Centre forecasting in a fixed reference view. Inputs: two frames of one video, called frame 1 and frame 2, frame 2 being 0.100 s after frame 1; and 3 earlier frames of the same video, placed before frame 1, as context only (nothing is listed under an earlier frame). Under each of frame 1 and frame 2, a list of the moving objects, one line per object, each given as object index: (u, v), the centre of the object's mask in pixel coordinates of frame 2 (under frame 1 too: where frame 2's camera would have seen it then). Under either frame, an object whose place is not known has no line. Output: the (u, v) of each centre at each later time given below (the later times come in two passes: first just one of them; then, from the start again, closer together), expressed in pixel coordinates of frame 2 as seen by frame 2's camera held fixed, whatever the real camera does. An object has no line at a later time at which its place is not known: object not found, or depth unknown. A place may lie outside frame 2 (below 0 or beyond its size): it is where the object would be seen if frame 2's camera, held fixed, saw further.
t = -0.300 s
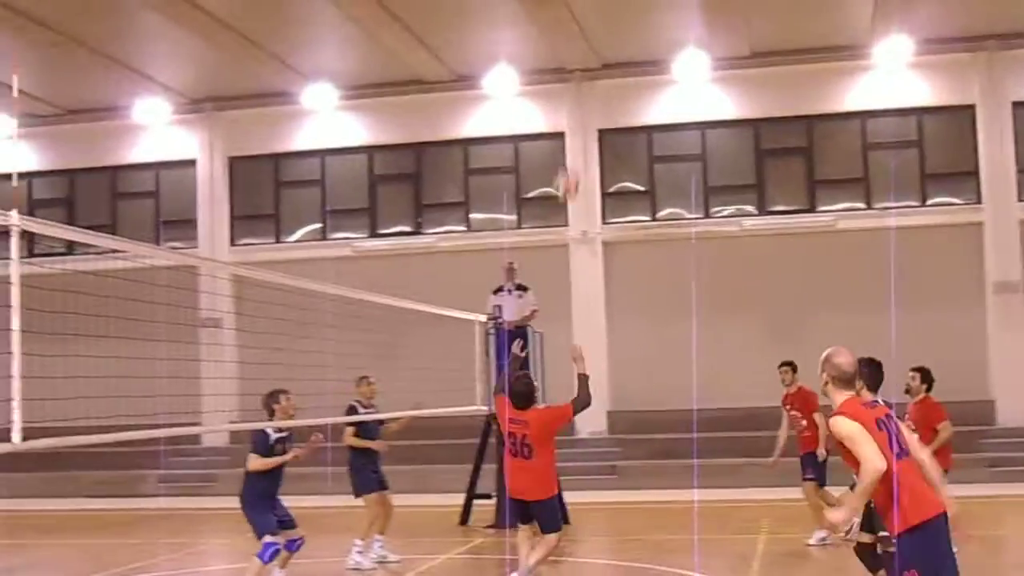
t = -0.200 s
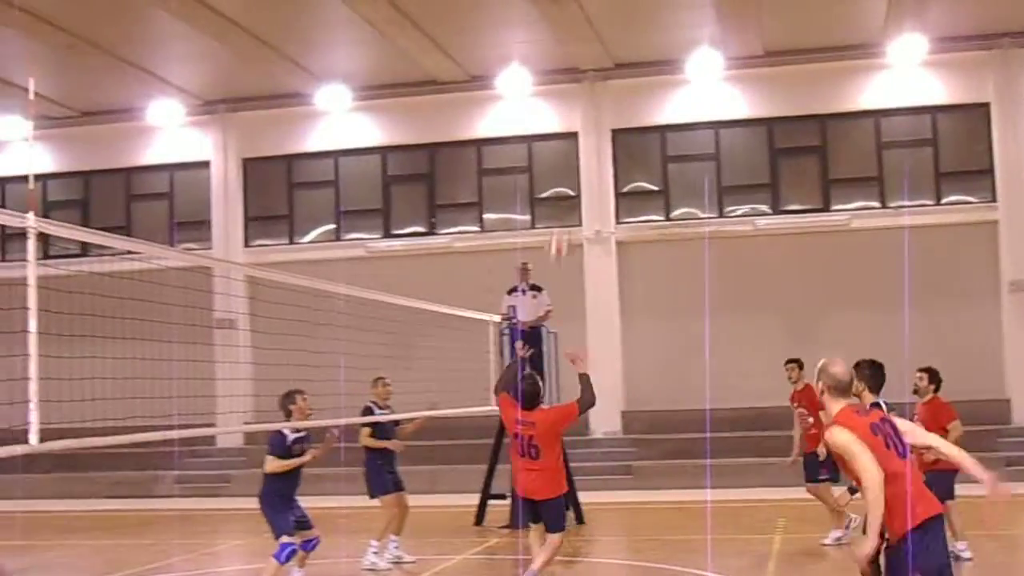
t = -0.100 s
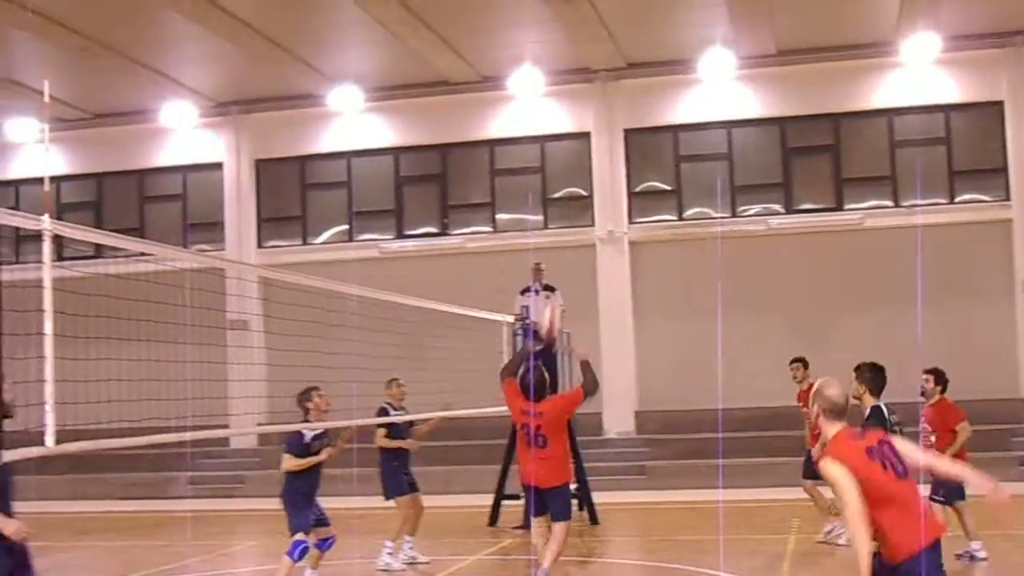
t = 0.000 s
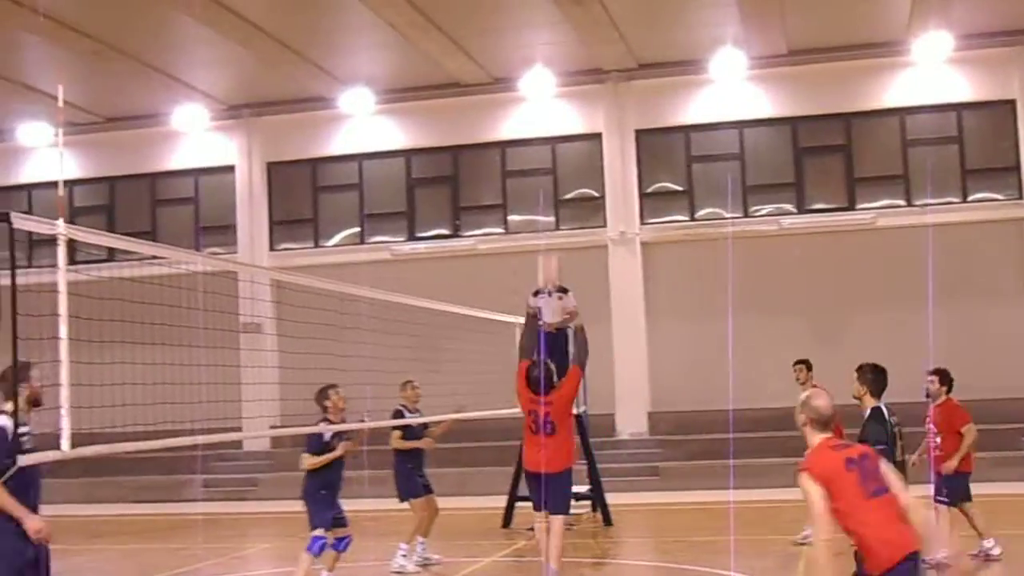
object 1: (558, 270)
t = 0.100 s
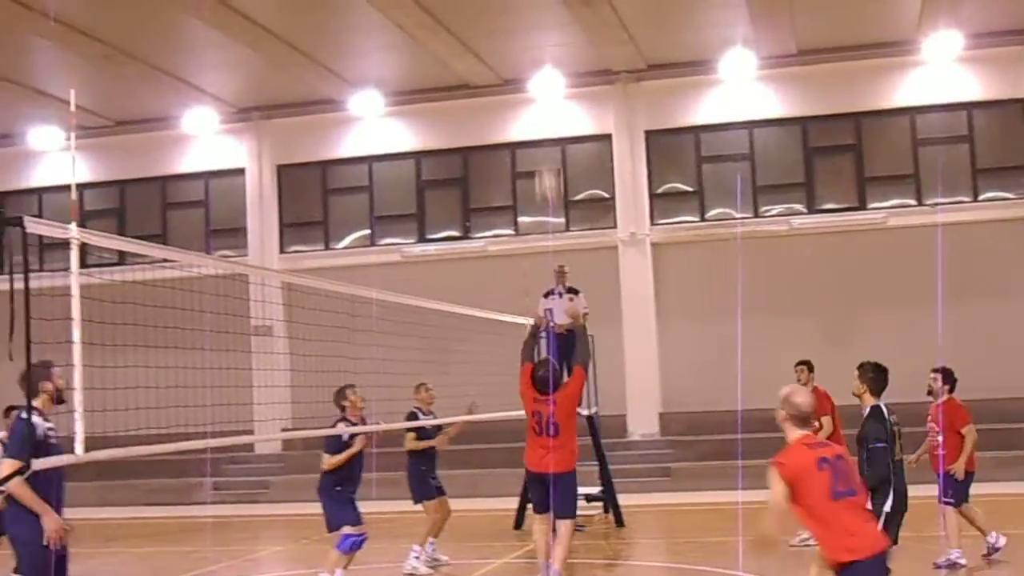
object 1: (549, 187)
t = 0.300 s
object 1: (530, 47)
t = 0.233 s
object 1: (532, 80)
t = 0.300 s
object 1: (530, 47)
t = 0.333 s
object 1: (527, 28)
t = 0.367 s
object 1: (520, 11)
